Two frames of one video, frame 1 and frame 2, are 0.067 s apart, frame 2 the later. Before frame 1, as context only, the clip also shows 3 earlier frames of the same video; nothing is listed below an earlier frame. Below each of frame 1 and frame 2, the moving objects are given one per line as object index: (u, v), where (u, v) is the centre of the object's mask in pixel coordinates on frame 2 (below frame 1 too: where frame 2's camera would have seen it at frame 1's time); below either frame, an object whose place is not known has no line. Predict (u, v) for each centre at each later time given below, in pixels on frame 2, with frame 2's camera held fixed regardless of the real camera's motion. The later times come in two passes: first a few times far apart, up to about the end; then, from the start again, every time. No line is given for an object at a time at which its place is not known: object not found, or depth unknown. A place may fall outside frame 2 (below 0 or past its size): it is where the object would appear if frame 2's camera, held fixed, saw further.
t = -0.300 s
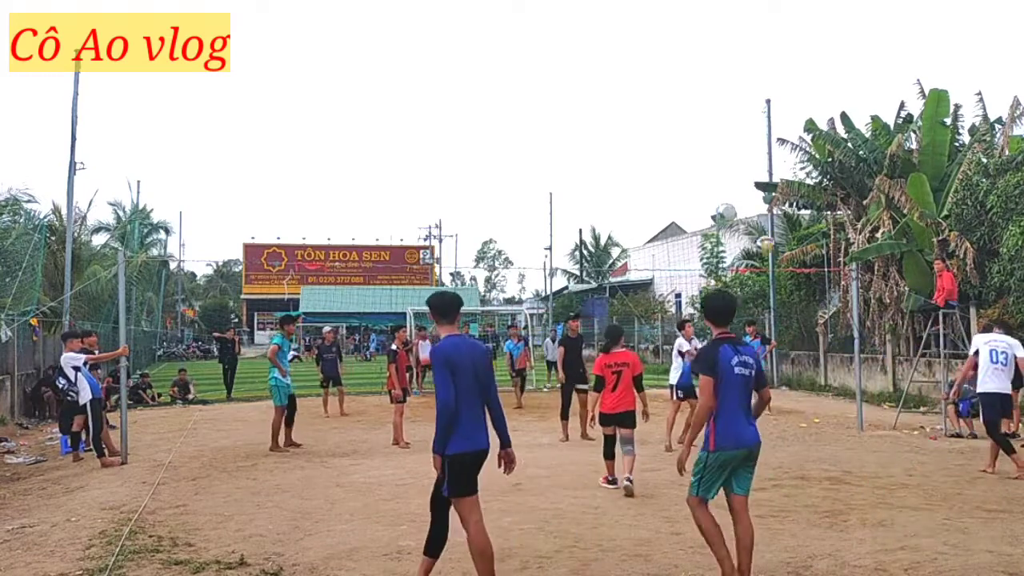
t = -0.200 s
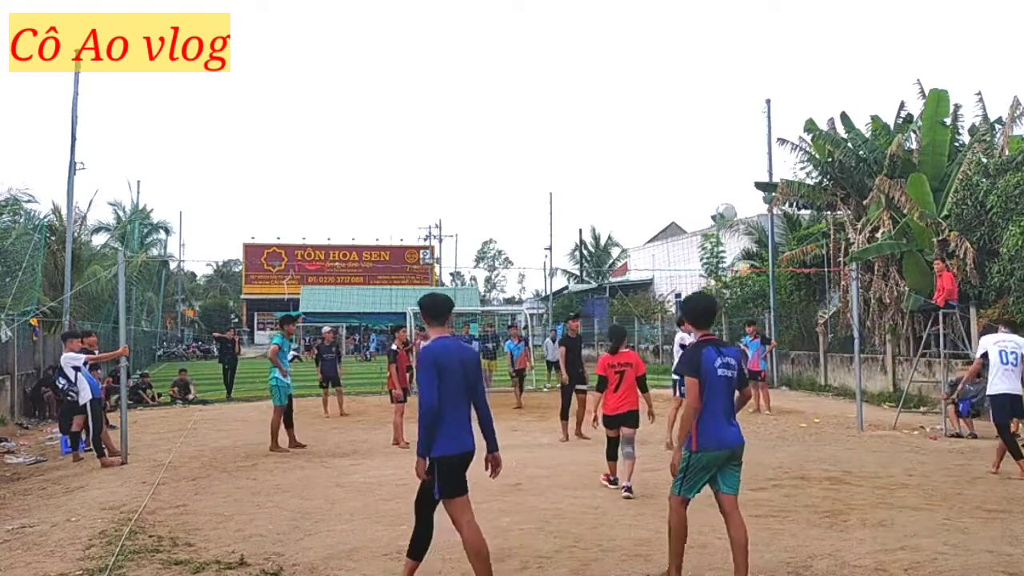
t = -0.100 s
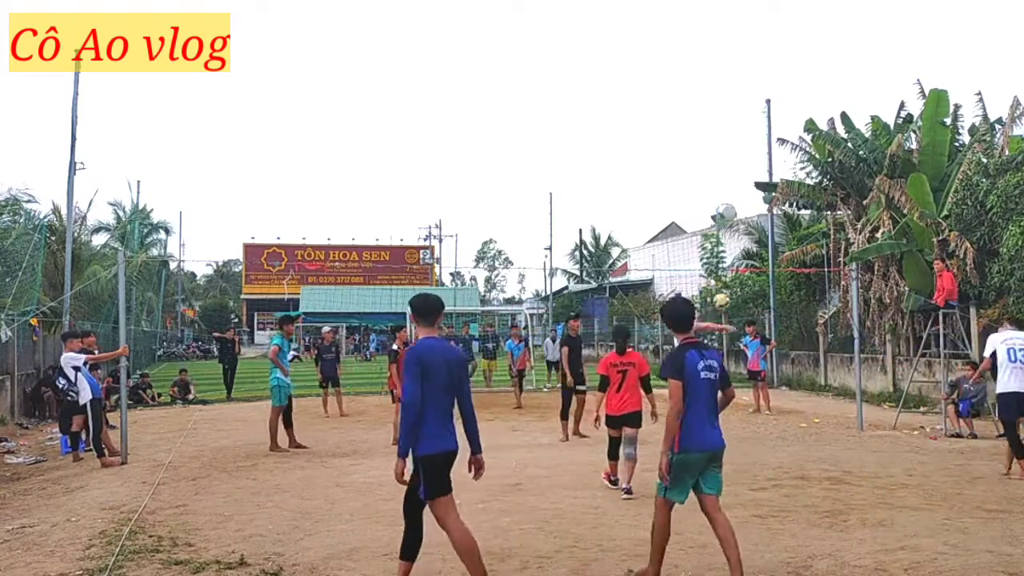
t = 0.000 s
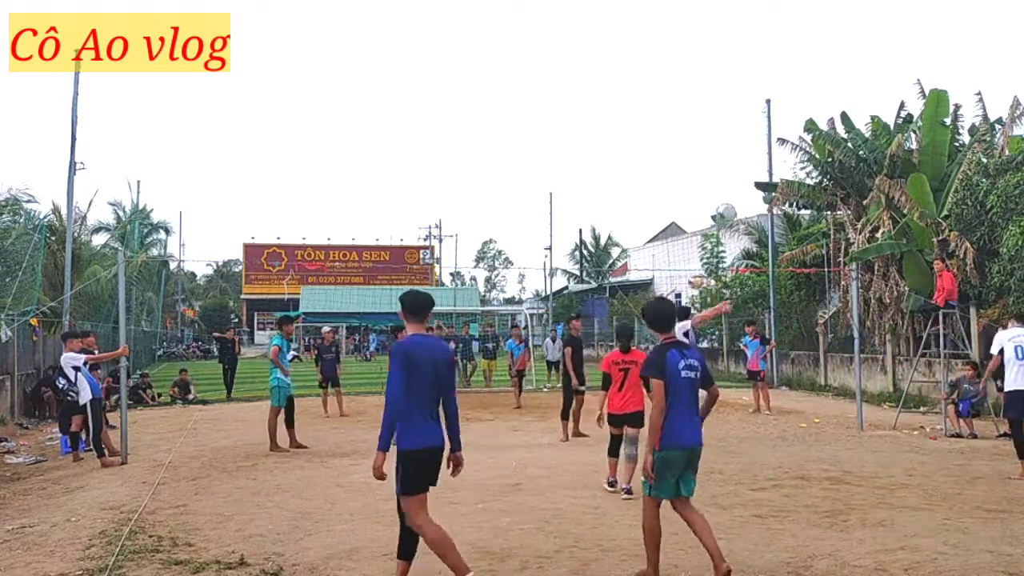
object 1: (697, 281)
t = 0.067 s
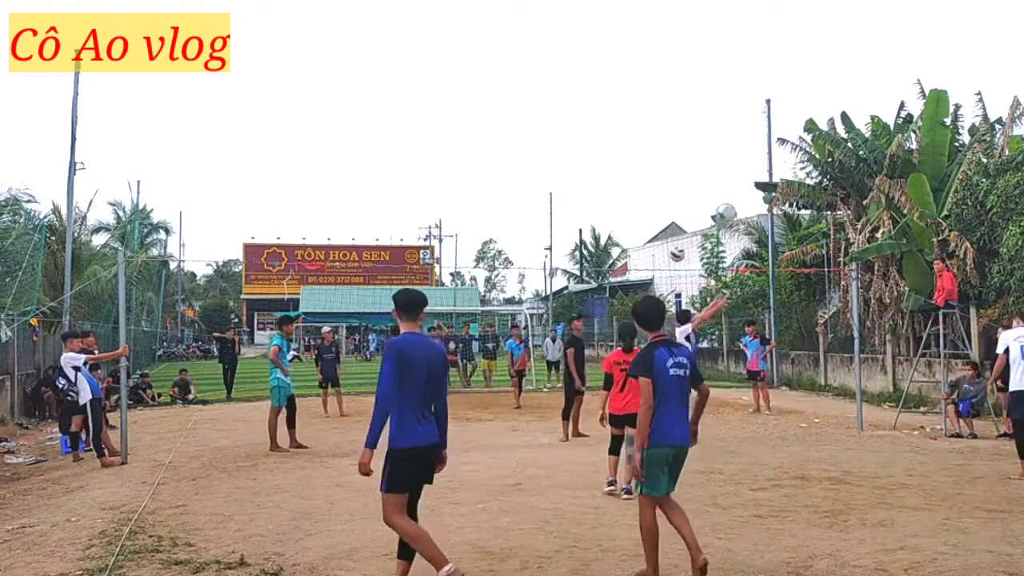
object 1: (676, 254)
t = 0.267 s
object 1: (627, 198)
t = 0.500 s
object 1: (578, 176)
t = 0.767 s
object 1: (531, 195)
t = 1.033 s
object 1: (492, 248)
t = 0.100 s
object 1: (668, 242)
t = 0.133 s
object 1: (659, 231)
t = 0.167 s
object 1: (651, 222)
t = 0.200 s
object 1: (643, 213)
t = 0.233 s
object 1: (635, 205)
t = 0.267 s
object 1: (627, 198)
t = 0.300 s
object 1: (620, 193)
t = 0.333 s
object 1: (612, 188)
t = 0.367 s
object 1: (605, 184)
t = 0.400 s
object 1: (598, 181)
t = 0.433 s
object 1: (591, 178)
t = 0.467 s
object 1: (585, 177)
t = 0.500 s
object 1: (578, 176)
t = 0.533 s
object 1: (571, 176)
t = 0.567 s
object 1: (565, 177)
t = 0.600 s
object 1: (559, 179)
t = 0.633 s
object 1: (553, 180)
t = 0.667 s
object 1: (547, 183)
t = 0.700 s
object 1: (542, 187)
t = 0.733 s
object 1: (536, 191)
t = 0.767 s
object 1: (531, 195)
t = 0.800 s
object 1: (525, 200)
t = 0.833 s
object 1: (520, 206)
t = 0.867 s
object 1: (515, 212)
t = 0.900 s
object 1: (511, 218)
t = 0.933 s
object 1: (506, 226)
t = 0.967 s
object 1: (501, 234)
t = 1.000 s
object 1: (498, 242)
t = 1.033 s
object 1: (492, 248)
